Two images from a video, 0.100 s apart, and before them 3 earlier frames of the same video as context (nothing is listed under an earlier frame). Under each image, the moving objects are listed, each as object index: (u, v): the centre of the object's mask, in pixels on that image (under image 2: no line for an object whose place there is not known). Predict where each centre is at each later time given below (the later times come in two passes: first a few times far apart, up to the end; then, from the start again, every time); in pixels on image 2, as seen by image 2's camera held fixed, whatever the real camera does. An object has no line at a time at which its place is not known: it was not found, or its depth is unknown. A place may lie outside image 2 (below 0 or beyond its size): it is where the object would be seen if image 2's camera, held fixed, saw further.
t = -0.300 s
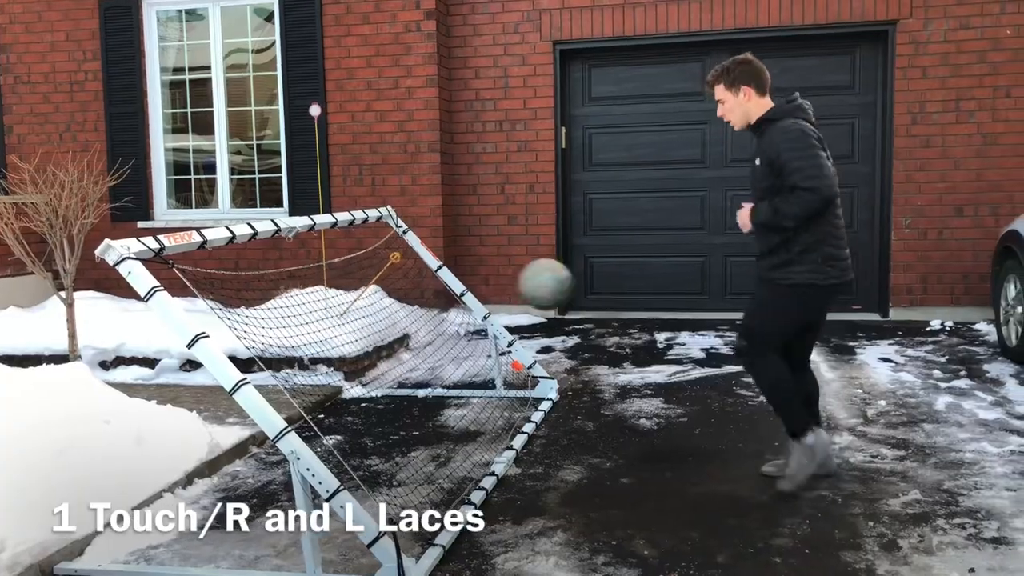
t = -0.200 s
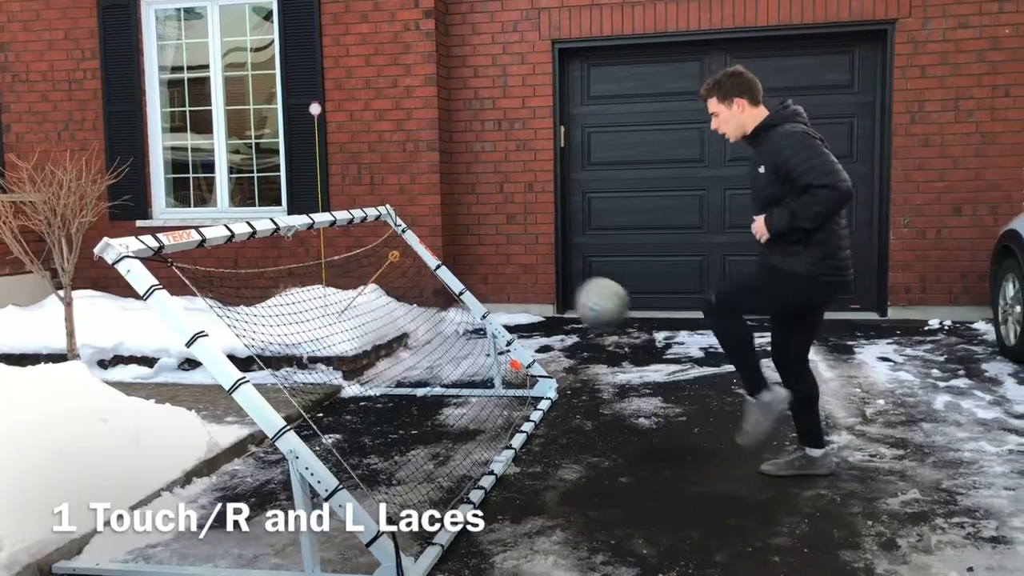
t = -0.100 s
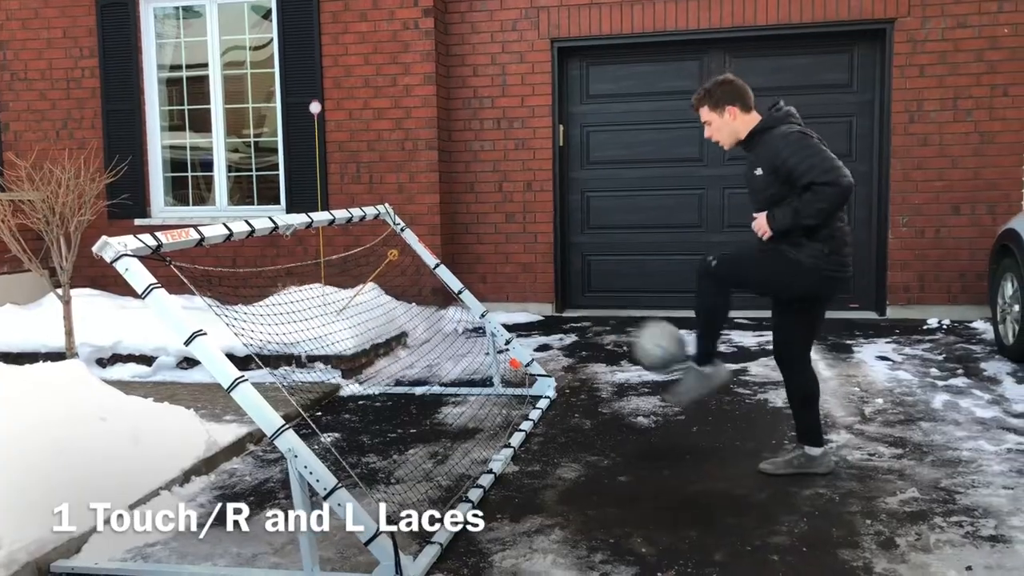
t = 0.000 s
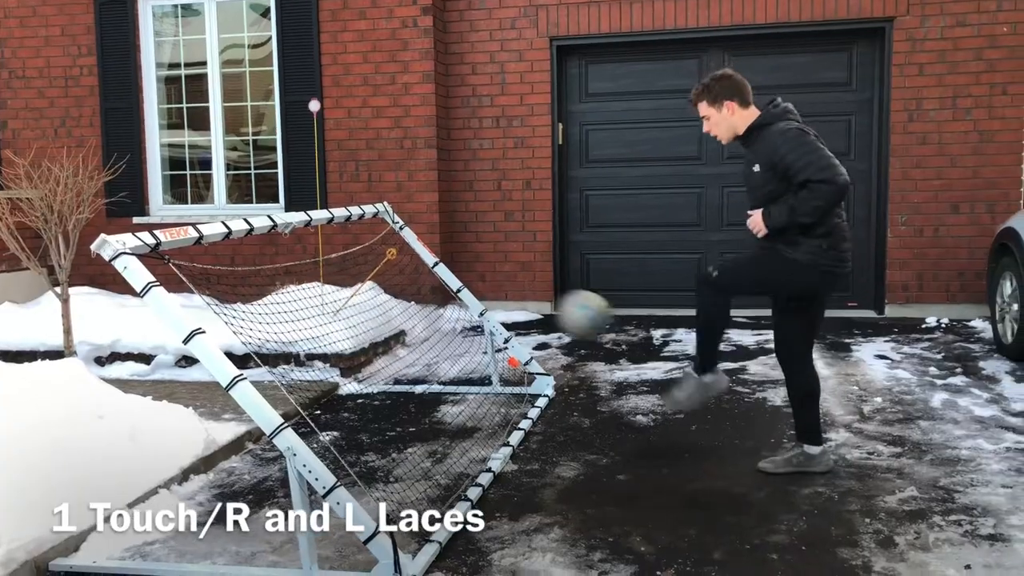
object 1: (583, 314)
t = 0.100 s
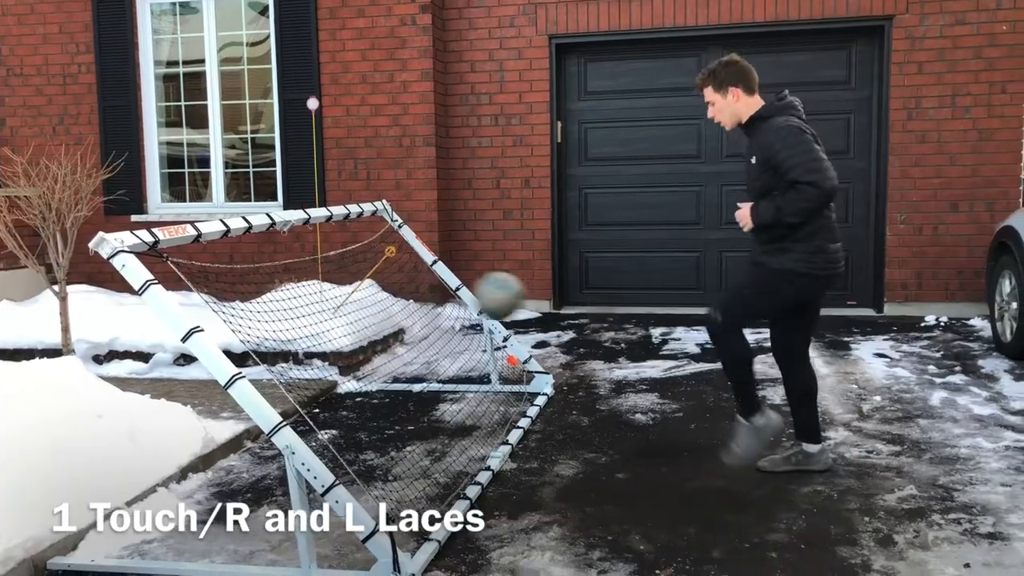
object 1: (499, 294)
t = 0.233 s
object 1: (398, 305)
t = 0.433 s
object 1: (420, 263)
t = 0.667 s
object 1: (545, 241)
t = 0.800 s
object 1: (617, 278)
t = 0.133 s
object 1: (473, 294)
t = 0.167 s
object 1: (446, 295)
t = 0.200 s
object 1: (422, 298)
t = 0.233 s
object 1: (398, 305)
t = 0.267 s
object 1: (379, 312)
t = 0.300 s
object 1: (370, 313)
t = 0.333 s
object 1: (373, 304)
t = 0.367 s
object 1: (387, 289)
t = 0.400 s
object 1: (404, 275)
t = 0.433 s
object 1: (420, 263)
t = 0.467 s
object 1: (438, 253)
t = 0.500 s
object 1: (456, 244)
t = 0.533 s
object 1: (472, 240)
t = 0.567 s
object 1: (490, 236)
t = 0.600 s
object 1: (508, 236)
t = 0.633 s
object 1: (526, 237)
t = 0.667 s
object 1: (545, 241)
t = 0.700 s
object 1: (562, 246)
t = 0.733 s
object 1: (581, 255)
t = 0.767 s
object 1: (598, 265)
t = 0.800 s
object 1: (617, 278)
